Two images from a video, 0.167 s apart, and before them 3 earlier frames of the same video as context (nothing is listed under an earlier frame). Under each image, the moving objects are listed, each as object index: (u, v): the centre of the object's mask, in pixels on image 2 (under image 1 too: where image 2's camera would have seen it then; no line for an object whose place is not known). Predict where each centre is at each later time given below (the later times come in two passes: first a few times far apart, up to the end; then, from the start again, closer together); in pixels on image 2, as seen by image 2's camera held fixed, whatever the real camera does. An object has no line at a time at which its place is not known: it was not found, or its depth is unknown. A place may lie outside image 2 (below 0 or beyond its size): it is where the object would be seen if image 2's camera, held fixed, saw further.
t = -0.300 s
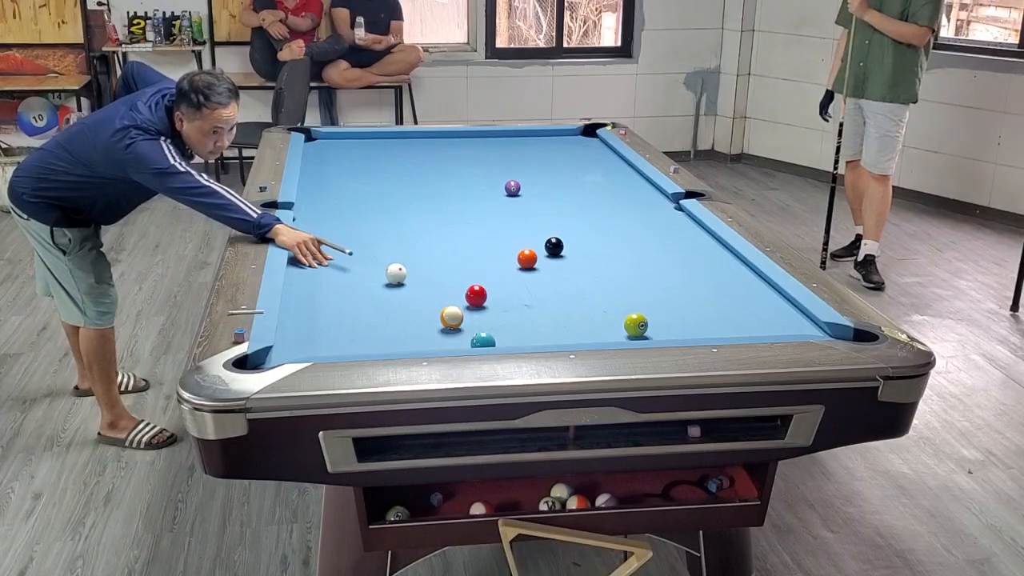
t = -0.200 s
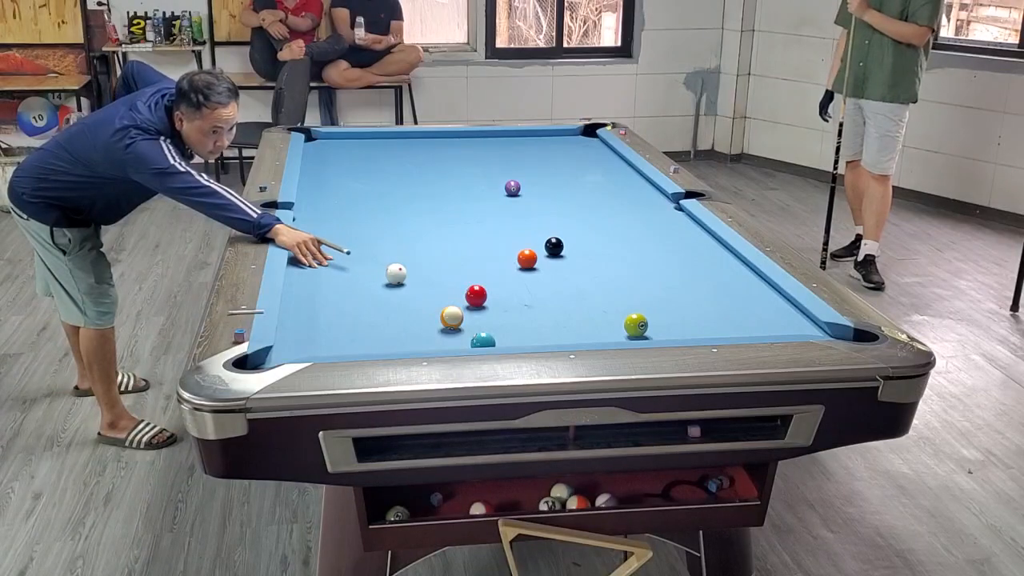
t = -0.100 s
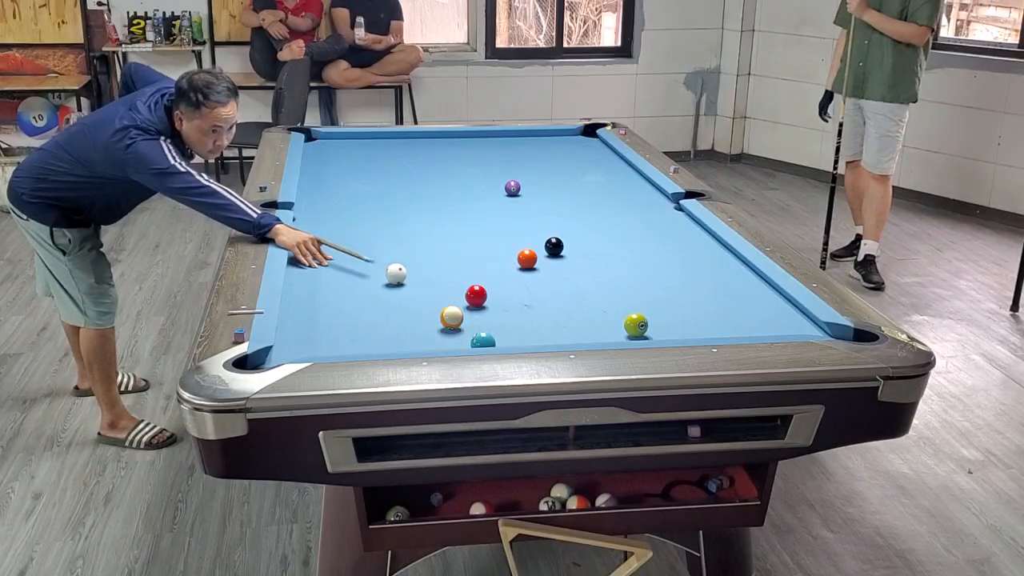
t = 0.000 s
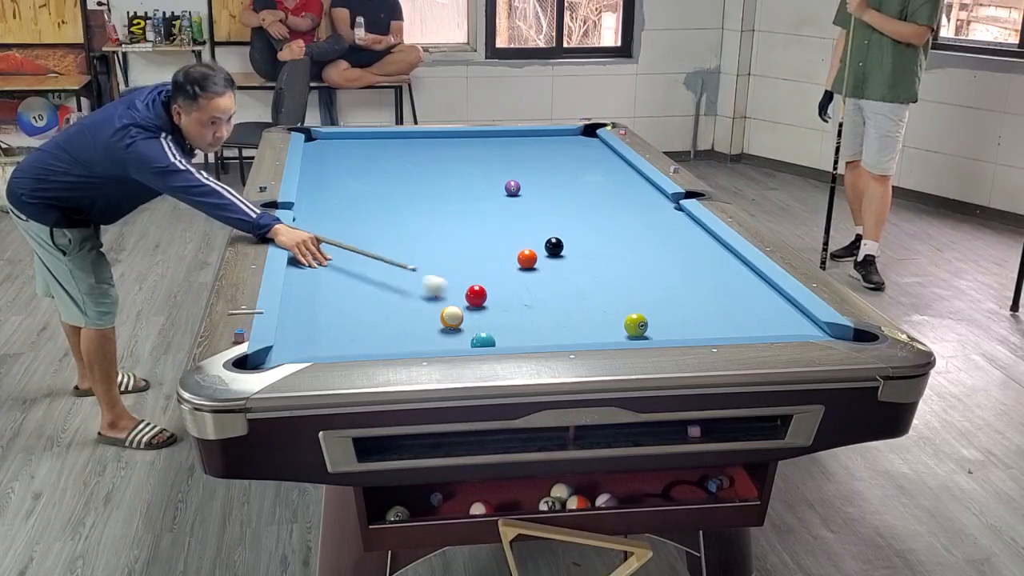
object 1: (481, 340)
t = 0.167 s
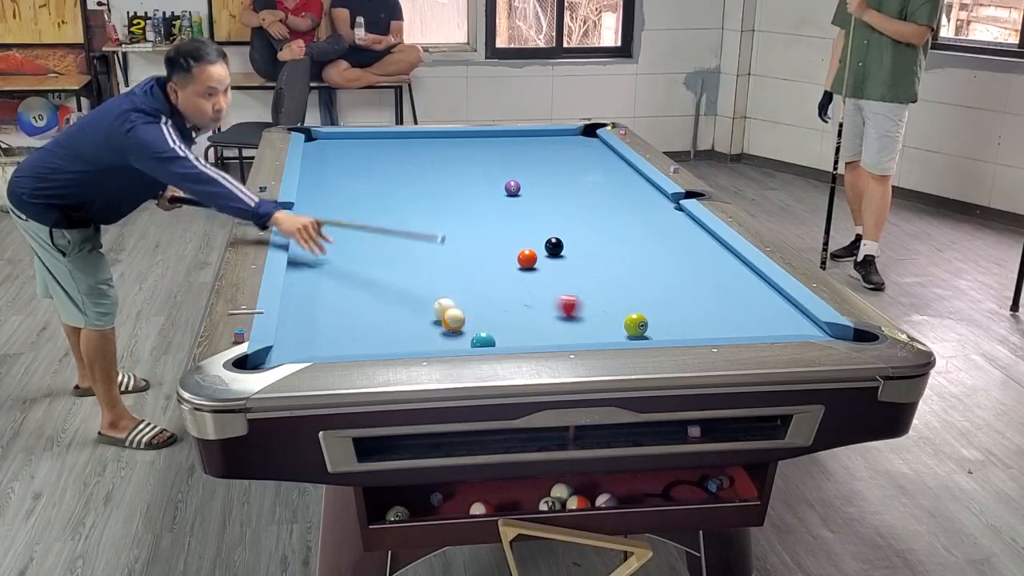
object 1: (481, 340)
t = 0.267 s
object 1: (481, 340)
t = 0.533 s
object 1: (495, 339)
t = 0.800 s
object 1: (503, 336)
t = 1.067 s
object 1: (508, 330)
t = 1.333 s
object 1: (514, 325)
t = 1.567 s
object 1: (517, 321)
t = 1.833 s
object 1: (522, 317)
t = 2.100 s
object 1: (525, 314)
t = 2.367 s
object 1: (527, 311)
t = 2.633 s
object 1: (529, 310)
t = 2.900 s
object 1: (530, 308)
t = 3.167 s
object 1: (531, 308)
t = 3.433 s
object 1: (531, 308)
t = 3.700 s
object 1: (531, 308)
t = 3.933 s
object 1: (531, 308)
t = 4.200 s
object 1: (531, 308)
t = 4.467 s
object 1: (531, 308)
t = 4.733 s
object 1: (531, 308)
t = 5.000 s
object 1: (531, 308)
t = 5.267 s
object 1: (531, 308)
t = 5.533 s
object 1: (531, 308)
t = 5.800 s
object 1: (531, 308)
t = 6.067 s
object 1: (531, 308)
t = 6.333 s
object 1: (529, 308)
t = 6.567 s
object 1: (531, 308)
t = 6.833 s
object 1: (531, 308)
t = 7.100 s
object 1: (531, 308)
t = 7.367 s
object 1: (531, 308)
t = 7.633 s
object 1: (531, 308)
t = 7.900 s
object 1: (531, 308)
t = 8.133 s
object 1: (531, 308)
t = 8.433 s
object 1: (531, 308)
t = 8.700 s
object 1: (531, 308)
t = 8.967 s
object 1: (531, 308)
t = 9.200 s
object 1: (531, 308)
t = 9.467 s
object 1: (531, 308)
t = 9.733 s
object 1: (531, 308)
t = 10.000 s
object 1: (531, 308)
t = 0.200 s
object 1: (481, 340)
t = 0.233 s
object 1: (481, 340)
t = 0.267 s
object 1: (481, 340)
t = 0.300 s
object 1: (482, 340)
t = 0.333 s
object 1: (484, 341)
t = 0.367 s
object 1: (489, 341)
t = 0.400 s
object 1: (490, 341)
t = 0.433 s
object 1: (492, 341)
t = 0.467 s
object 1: (492, 340)
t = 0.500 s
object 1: (494, 340)
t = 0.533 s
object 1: (495, 339)
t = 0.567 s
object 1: (496, 339)
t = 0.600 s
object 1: (497, 339)
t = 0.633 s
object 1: (498, 338)
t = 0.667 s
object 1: (498, 337)
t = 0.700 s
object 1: (500, 337)
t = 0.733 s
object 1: (501, 337)
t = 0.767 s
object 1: (502, 336)
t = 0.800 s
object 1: (503, 336)
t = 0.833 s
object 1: (504, 335)
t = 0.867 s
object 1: (504, 335)
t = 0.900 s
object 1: (505, 334)
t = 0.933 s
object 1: (506, 334)
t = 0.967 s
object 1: (506, 332)
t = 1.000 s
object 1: (507, 331)
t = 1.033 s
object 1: (508, 330)
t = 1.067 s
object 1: (508, 330)
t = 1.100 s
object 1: (509, 329)
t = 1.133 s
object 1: (510, 329)
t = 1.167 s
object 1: (511, 328)
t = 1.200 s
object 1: (511, 327)
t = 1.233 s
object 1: (512, 326)
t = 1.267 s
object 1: (512, 326)
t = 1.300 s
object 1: (513, 325)
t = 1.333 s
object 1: (514, 325)
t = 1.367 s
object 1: (514, 324)
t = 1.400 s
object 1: (515, 323)
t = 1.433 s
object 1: (515, 323)
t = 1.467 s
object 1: (516, 322)
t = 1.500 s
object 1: (516, 322)
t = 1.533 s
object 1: (517, 322)
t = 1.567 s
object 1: (517, 321)
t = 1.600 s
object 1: (518, 320)
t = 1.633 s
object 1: (519, 320)
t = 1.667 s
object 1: (519, 320)
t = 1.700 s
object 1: (519, 319)
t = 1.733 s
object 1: (520, 318)
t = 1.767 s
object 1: (521, 318)
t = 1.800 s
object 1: (521, 317)
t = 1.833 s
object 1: (522, 317)
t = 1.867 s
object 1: (522, 317)
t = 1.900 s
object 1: (522, 316)
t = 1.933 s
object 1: (523, 316)
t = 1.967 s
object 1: (523, 315)
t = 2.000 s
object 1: (524, 315)
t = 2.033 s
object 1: (524, 315)
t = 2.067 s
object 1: (525, 314)
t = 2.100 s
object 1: (525, 314)
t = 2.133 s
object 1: (525, 313)
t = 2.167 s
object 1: (525, 313)
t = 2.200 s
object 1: (526, 313)
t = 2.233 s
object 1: (526, 312)
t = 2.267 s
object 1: (526, 312)
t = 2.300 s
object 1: (527, 312)
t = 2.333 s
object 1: (527, 312)
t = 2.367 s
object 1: (527, 311)
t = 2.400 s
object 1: (527, 311)
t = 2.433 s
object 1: (528, 311)
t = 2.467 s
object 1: (528, 311)
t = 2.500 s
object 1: (528, 311)
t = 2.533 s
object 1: (528, 310)
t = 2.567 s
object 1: (529, 310)
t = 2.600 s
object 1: (529, 310)
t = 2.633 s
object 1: (529, 310)
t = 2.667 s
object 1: (529, 310)
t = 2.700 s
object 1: (530, 309)
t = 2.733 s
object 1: (530, 309)
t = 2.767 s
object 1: (530, 309)
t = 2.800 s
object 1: (530, 309)
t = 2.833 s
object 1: (530, 309)
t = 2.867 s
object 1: (530, 308)
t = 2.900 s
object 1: (530, 308)
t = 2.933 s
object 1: (531, 308)
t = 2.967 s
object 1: (530, 308)
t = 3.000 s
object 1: (531, 308)
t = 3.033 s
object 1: (531, 308)
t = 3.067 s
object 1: (531, 308)
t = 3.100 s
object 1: (531, 308)
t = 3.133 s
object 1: (531, 308)
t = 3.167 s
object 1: (531, 308)
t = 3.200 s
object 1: (531, 308)
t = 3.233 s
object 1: (531, 308)
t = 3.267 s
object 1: (531, 308)
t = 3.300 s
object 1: (531, 308)
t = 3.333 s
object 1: (531, 308)
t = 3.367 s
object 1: (531, 308)
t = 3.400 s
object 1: (531, 308)
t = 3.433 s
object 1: (531, 308)
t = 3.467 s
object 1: (531, 308)
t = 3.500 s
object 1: (531, 308)
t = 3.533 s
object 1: (531, 308)
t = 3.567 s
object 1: (531, 308)
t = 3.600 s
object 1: (531, 308)
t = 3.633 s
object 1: (531, 308)
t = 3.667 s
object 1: (531, 308)
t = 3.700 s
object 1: (531, 308)
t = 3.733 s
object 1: (531, 308)
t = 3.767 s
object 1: (531, 308)
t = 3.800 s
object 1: (531, 308)
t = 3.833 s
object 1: (531, 308)
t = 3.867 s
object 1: (531, 308)
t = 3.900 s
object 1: (531, 308)
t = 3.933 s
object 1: (531, 308)
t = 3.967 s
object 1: (531, 308)
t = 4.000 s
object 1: (531, 308)
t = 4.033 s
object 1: (531, 309)
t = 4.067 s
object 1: (531, 308)
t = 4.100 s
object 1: (531, 308)
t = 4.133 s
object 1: (531, 308)
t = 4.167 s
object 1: (531, 308)
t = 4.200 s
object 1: (531, 308)
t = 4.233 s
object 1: (531, 308)
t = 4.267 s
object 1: (531, 308)
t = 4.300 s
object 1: (531, 308)
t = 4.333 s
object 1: (531, 308)
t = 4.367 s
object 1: (531, 308)
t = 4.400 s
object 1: (531, 308)
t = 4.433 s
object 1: (531, 309)
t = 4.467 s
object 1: (531, 308)
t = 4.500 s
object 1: (531, 308)
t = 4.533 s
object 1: (531, 308)
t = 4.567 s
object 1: (531, 308)
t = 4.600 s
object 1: (531, 308)
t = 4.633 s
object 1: (531, 308)
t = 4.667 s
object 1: (531, 308)
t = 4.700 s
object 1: (531, 308)
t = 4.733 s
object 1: (531, 308)
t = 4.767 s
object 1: (531, 308)
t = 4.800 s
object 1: (531, 308)
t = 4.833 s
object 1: (531, 308)
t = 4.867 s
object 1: (531, 308)
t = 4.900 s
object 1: (531, 308)
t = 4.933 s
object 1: (531, 308)
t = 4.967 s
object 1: (531, 308)
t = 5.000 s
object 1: (531, 308)
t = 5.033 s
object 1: (531, 308)
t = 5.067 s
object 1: (531, 308)
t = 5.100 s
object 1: (531, 308)
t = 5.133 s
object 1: (531, 308)
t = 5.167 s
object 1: (531, 308)
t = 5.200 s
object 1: (531, 308)
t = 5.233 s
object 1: (531, 308)
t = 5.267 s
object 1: (531, 308)
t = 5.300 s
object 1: (531, 308)
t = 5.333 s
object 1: (531, 308)
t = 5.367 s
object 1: (531, 308)
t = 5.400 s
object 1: (531, 308)
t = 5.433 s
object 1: (531, 308)
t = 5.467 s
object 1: (531, 308)
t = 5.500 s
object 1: (531, 308)
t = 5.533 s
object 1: (531, 308)
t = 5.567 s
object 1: (531, 308)
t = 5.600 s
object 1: (531, 308)
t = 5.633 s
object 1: (531, 308)
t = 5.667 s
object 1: (531, 308)
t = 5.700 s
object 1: (531, 308)
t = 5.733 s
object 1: (531, 308)
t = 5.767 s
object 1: (531, 308)
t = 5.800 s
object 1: (531, 308)
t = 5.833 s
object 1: (531, 308)
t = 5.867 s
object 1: (531, 308)
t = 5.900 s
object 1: (531, 308)
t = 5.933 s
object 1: (531, 308)
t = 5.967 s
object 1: (531, 308)
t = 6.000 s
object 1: (531, 308)
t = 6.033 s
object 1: (531, 308)
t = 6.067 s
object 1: (531, 308)
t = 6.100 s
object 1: (531, 308)
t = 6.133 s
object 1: (531, 308)
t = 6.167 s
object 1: (532, 308)
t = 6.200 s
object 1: (534, 309)
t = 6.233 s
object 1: (537, 310)
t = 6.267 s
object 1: (526, 307)
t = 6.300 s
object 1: (528, 307)
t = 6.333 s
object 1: (529, 308)
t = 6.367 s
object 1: (531, 309)
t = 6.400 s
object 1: (531, 308)
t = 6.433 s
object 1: (531, 308)
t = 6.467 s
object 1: (531, 308)
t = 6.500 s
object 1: (531, 308)
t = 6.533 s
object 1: (531, 308)
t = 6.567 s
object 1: (531, 308)
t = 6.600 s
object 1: (530, 308)
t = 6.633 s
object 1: (528, 308)
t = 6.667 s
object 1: (538, 310)
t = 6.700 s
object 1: (533, 308)
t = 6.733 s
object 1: (531, 308)
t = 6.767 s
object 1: (531, 308)
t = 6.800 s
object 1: (531, 308)
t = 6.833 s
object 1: (531, 308)
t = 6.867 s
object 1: (531, 308)
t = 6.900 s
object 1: (531, 308)
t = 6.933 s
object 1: (531, 308)
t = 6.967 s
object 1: (531, 308)
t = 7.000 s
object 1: (531, 308)
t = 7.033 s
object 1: (531, 308)
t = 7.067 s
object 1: (531, 308)
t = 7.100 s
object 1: (531, 308)
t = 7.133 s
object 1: (531, 308)
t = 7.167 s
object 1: (531, 308)
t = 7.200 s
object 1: (531, 308)
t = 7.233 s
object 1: (531, 308)
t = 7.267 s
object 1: (531, 308)
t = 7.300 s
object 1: (531, 308)
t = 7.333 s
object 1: (531, 308)
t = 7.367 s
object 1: (531, 308)
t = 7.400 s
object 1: (531, 308)
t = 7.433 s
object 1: (531, 308)
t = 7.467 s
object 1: (531, 308)
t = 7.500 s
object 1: (531, 308)
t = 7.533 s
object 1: (531, 308)
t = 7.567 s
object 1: (531, 308)
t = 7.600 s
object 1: (531, 308)
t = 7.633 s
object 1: (531, 308)
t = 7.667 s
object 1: (531, 308)
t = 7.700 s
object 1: (531, 308)
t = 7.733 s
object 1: (531, 308)
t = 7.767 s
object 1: (531, 308)
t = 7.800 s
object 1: (531, 308)
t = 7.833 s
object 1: (531, 308)
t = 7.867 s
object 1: (531, 308)
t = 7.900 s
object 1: (531, 308)
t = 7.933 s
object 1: (531, 308)
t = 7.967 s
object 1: (531, 308)
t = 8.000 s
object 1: (531, 308)
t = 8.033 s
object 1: (531, 308)
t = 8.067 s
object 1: (531, 308)
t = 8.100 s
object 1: (531, 308)
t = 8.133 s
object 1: (531, 308)
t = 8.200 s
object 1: (531, 308)
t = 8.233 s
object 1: (531, 308)
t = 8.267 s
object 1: (531, 308)
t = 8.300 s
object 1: (531, 308)
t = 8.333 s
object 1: (531, 308)
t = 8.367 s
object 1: (531, 308)
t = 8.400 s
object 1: (531, 308)
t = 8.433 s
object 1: (531, 308)
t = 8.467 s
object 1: (531, 308)
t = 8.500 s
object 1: (531, 308)
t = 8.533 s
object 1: (531, 308)
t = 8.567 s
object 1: (531, 308)
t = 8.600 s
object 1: (531, 308)
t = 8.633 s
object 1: (531, 308)
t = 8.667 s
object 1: (531, 308)
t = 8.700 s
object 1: (531, 308)
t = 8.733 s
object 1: (531, 308)
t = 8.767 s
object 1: (531, 308)
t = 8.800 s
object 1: (531, 308)
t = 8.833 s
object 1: (531, 308)
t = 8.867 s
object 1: (531, 308)
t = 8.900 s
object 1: (531, 308)
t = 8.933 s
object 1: (531, 308)
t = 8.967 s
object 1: (531, 308)
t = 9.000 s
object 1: (531, 308)
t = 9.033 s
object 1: (531, 308)
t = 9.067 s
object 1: (531, 308)
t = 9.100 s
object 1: (531, 308)
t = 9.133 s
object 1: (531, 308)
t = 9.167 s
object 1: (531, 308)
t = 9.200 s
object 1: (531, 308)
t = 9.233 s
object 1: (531, 308)
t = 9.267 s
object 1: (531, 308)
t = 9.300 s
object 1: (531, 308)
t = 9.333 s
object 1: (531, 308)
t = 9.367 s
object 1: (531, 308)
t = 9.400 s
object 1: (531, 308)
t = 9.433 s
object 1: (531, 308)
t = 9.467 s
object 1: (531, 308)
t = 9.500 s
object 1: (531, 308)
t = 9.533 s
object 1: (531, 308)
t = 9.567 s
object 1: (531, 308)
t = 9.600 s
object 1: (531, 308)
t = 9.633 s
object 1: (531, 308)
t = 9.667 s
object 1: (531, 308)
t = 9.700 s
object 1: (531, 308)
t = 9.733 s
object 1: (531, 308)
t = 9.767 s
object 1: (531, 308)
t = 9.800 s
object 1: (531, 308)
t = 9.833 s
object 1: (531, 308)
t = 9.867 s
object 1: (531, 308)
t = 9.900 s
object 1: (531, 308)
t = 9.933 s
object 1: (531, 308)
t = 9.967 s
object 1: (531, 308)
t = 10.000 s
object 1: (531, 308)
